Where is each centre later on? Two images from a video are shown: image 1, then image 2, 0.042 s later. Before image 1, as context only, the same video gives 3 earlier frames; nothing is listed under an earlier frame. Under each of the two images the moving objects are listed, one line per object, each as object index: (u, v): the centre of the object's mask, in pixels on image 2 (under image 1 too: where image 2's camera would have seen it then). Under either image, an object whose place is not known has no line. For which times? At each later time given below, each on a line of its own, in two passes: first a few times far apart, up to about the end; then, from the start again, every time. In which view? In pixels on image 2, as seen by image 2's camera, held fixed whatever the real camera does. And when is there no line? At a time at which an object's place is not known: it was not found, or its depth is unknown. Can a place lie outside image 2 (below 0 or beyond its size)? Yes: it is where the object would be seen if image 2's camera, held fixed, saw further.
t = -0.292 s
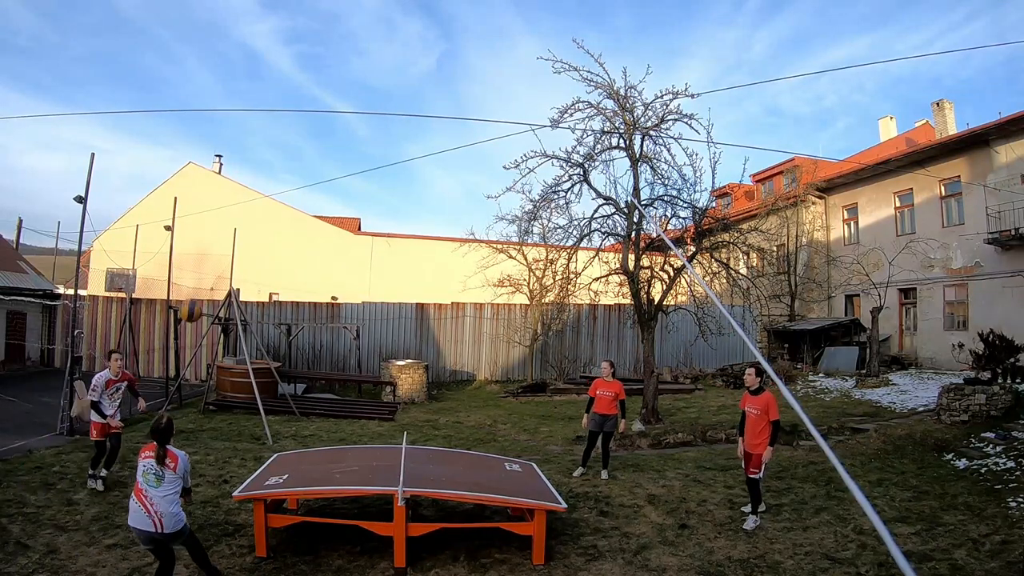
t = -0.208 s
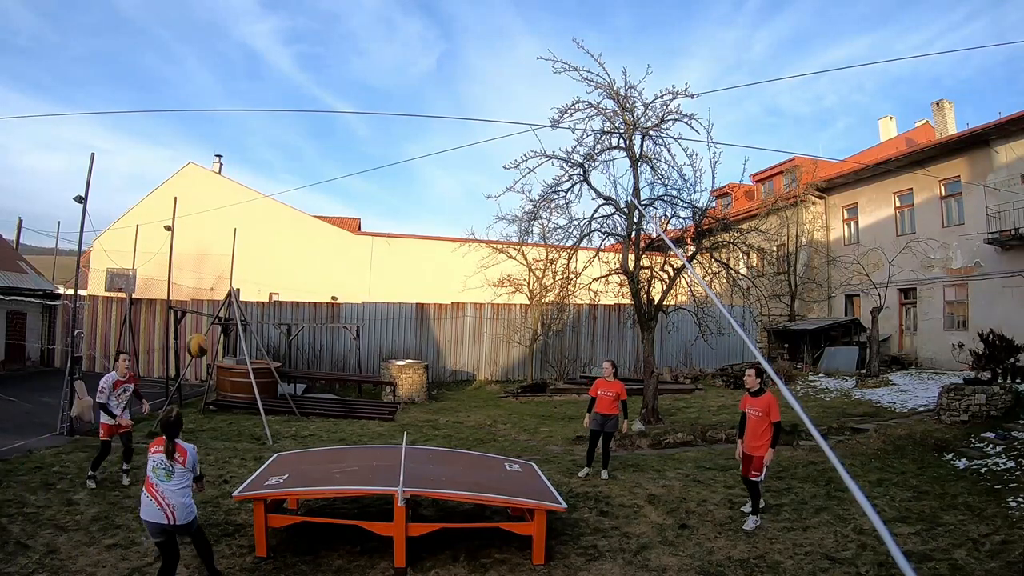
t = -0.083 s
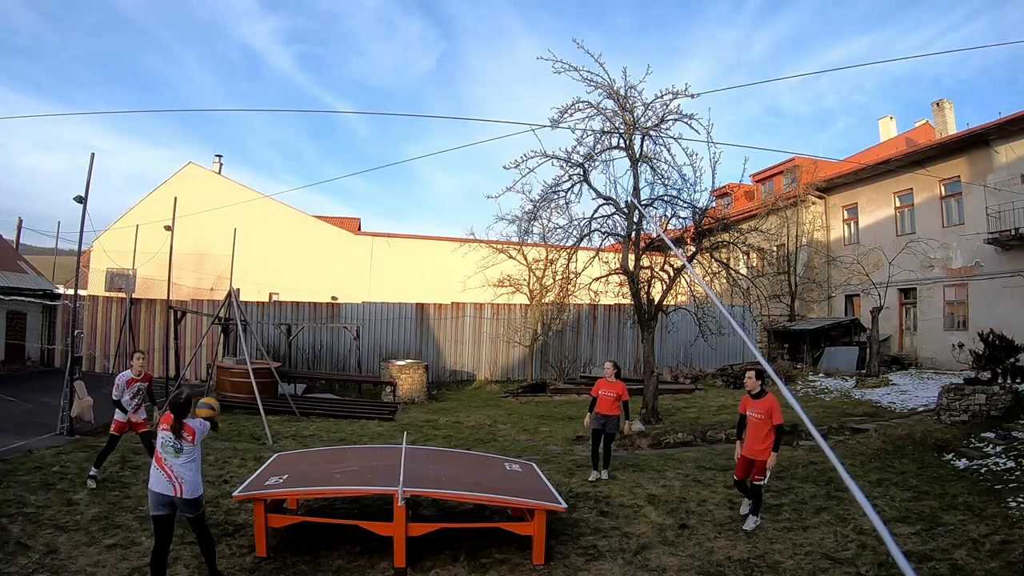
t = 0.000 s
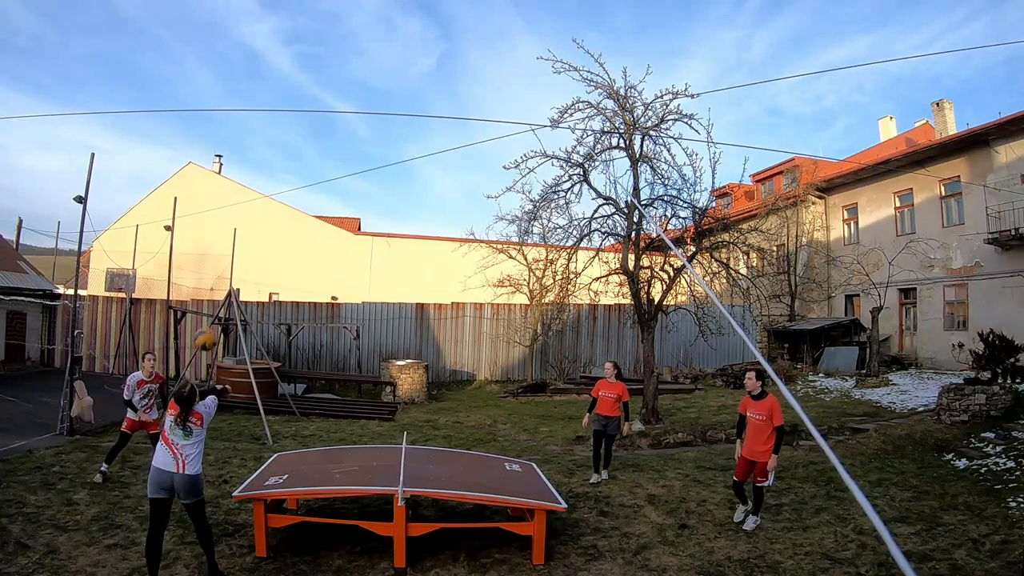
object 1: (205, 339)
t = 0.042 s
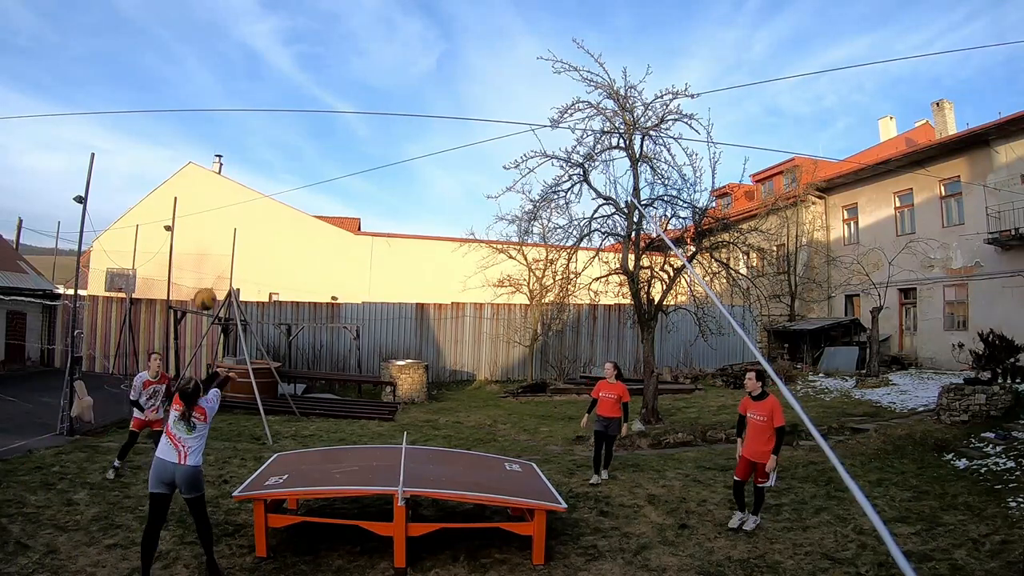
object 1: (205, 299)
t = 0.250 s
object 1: (205, 184)
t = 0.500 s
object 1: (205, 118)
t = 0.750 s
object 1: (197, 111)
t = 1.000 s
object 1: (183, 149)
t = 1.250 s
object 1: (167, 225)
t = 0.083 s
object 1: (205, 275)
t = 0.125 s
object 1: (205, 243)
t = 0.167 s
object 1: (205, 224)
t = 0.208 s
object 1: (205, 199)
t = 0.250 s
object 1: (205, 184)
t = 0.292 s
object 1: (206, 165)
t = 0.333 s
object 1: (206, 154)
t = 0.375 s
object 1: (206, 140)
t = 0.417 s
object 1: (206, 132)
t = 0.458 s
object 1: (205, 123)
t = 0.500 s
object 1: (205, 118)
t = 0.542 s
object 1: (203, 113)
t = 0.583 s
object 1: (203, 110)
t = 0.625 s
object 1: (202, 109)
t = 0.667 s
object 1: (200, 108)
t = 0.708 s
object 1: (199, 109)
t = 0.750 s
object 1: (197, 111)
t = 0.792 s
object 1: (195, 114)
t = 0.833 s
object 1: (193, 119)
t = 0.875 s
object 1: (191, 124)
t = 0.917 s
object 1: (188, 132)
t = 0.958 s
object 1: (187, 139)
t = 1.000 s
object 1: (183, 149)
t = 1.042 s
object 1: (181, 157)
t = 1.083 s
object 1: (178, 170)
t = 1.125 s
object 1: (176, 180)
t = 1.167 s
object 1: (173, 196)
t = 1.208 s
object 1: (171, 207)
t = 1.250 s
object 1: (167, 225)
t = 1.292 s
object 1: (165, 237)
